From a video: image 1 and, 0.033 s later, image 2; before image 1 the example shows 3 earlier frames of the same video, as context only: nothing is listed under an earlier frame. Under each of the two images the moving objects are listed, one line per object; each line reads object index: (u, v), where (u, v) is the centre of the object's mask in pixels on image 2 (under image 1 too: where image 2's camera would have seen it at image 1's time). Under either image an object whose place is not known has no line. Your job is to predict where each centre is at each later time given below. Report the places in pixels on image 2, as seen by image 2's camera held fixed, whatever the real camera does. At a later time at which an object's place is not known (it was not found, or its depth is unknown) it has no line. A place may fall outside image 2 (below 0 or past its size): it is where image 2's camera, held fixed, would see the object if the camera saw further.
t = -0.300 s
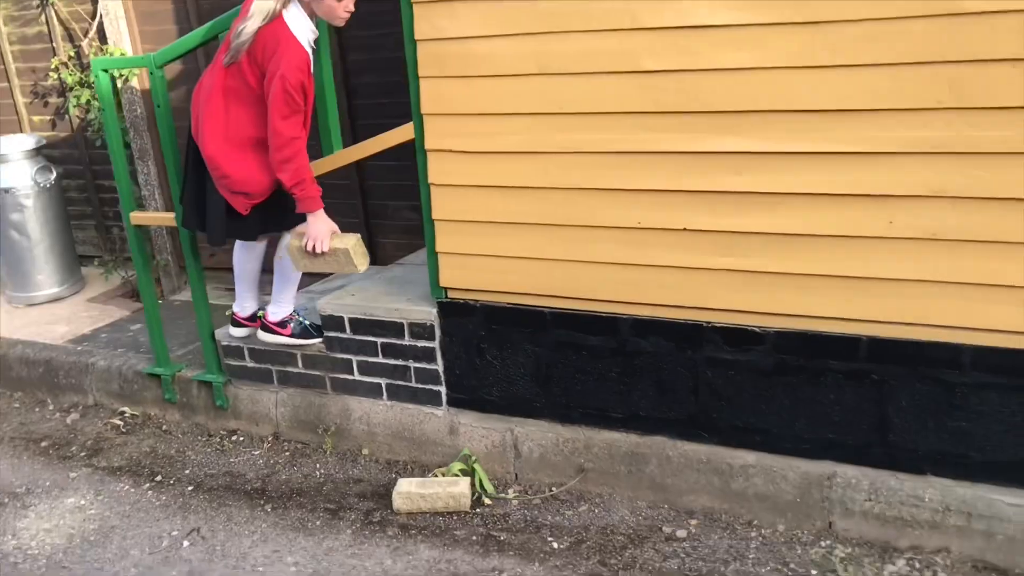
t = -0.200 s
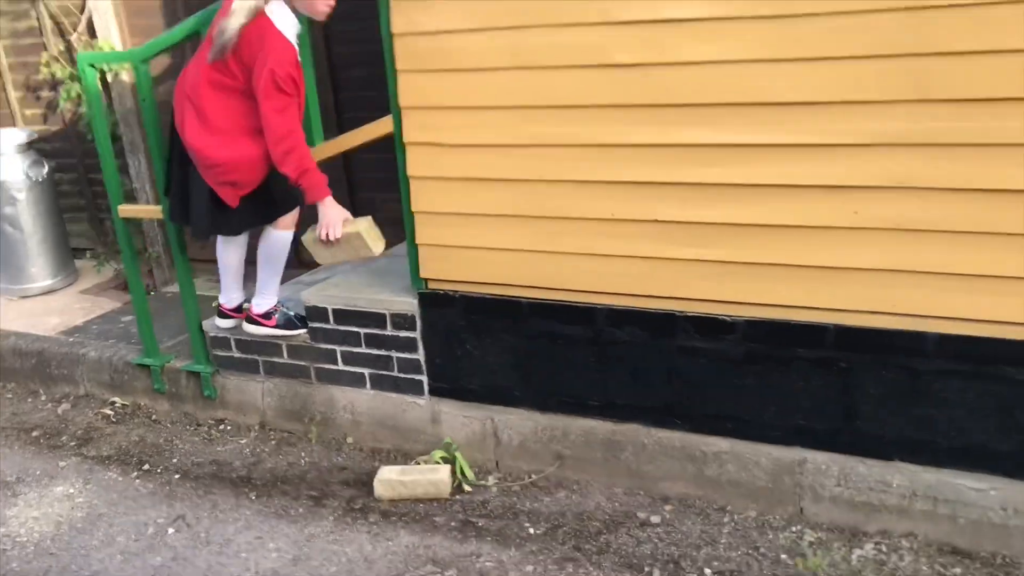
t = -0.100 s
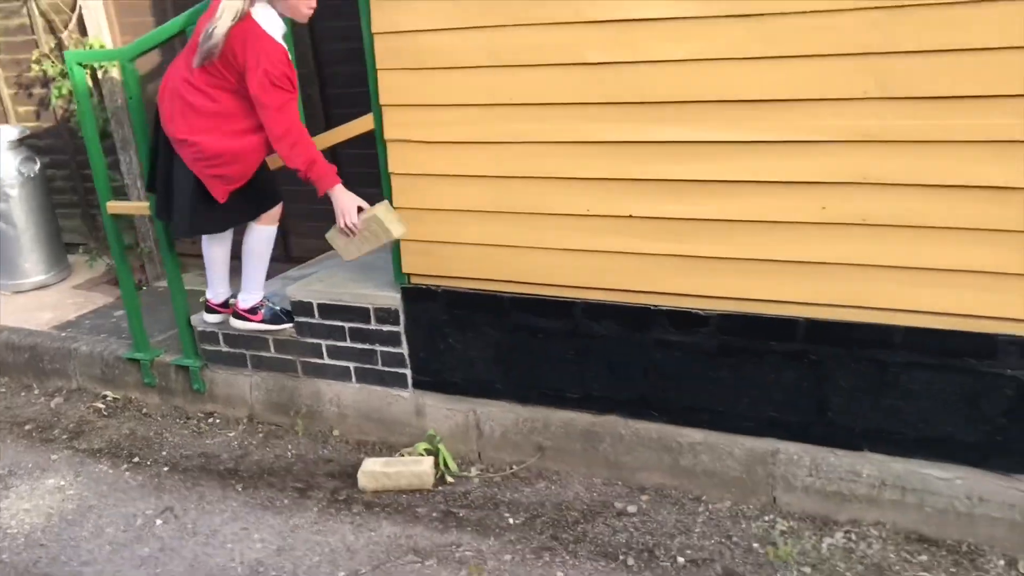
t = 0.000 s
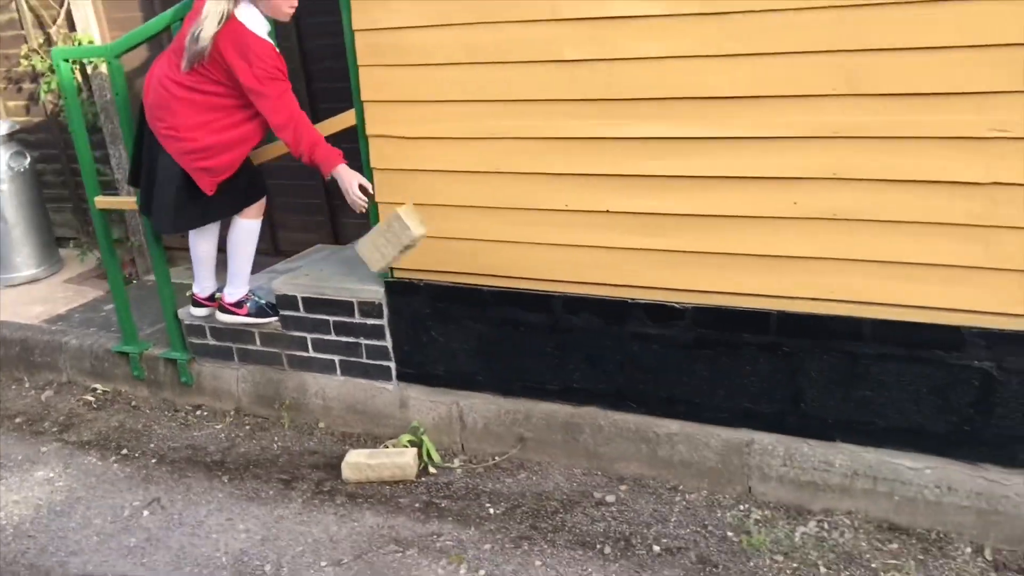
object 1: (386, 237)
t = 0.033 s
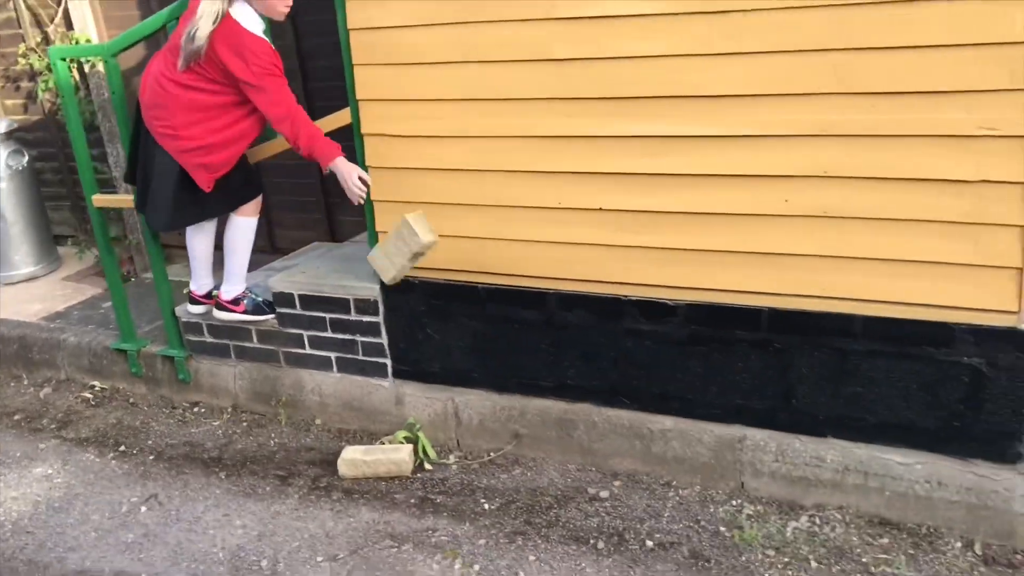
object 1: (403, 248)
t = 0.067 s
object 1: (419, 264)
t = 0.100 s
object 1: (436, 283)
